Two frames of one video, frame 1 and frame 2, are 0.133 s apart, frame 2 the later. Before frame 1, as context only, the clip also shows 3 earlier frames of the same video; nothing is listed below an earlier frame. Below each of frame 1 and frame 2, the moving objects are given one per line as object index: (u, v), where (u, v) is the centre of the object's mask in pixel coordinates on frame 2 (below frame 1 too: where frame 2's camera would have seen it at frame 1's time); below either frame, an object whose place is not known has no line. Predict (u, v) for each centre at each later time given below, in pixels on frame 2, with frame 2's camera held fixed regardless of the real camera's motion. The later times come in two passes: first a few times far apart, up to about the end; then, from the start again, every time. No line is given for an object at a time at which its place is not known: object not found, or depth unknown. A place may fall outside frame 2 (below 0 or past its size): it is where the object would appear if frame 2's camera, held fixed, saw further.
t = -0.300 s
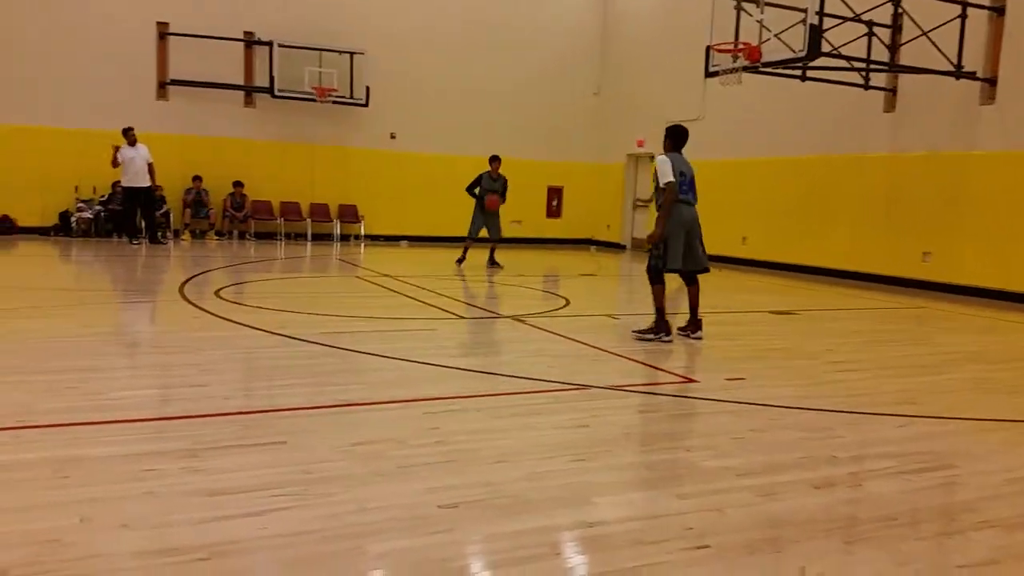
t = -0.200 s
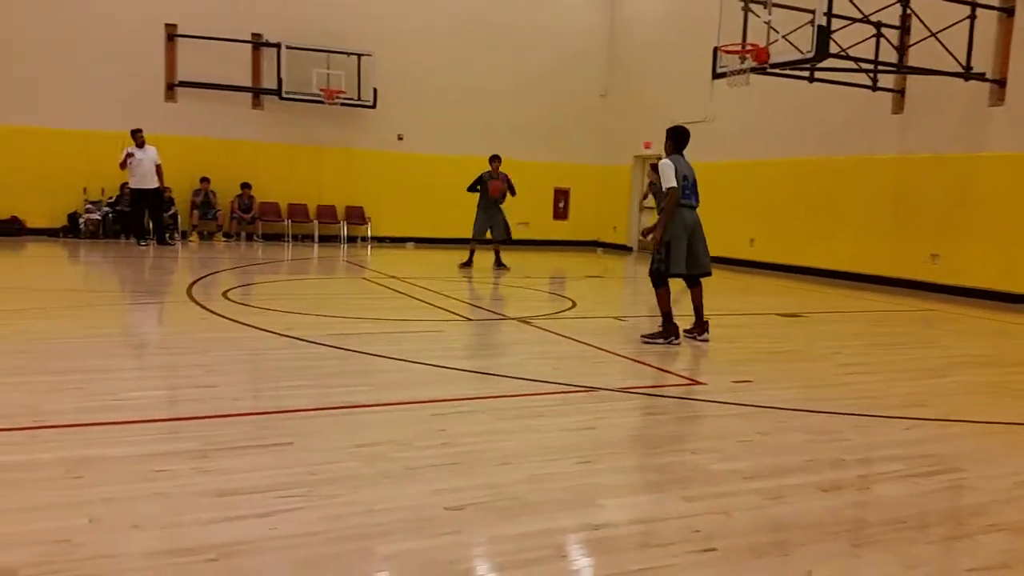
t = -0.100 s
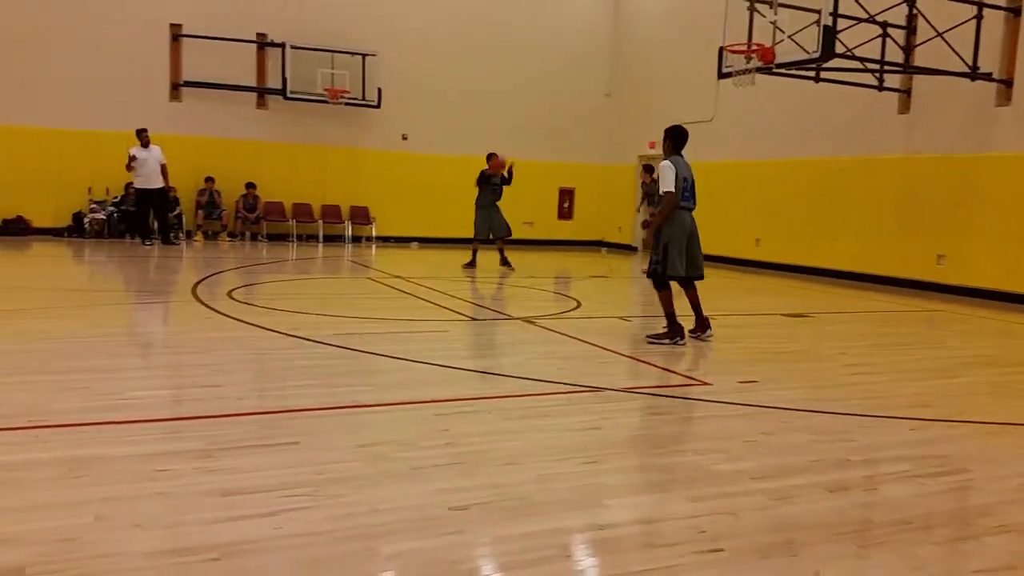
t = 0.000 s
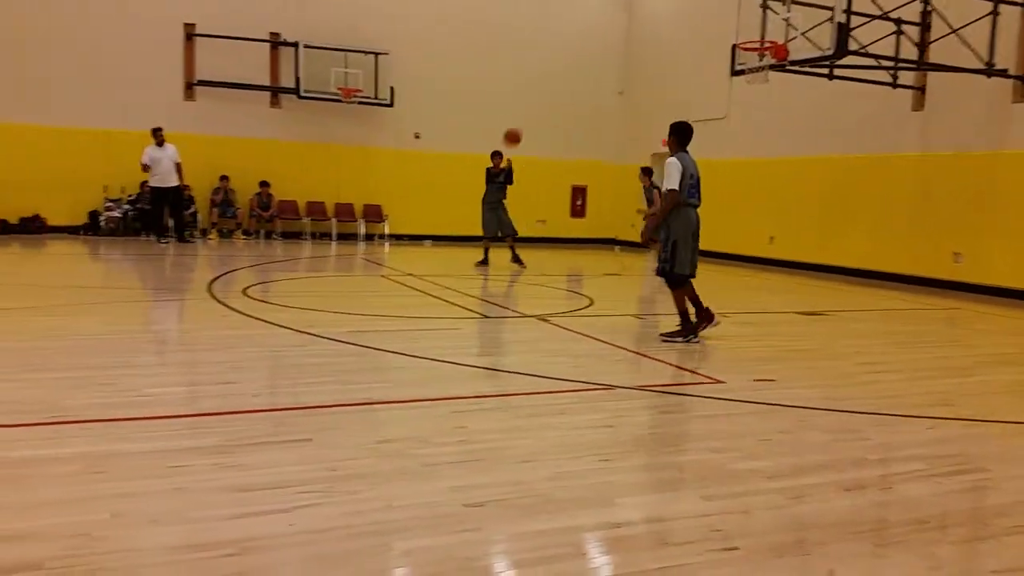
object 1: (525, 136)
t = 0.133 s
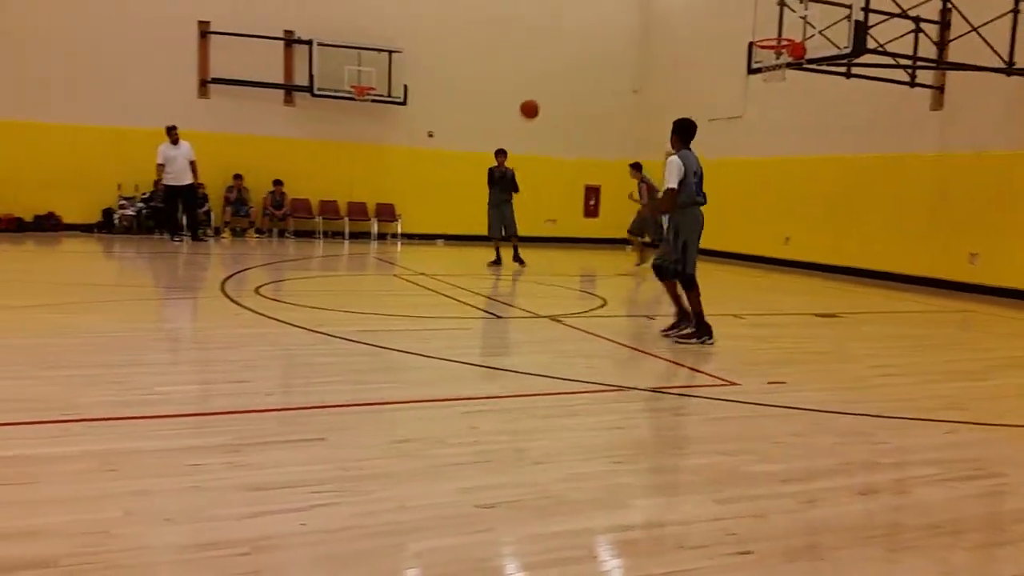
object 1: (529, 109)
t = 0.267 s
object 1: (533, 93)
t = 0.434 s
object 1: (537, 94)
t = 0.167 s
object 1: (530, 104)
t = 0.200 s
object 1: (532, 99)
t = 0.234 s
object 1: (533, 95)
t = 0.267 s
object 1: (533, 93)
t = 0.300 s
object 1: (534, 91)
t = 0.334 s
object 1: (535, 90)
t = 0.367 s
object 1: (536, 91)
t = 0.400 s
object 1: (536, 92)
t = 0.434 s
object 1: (537, 94)
